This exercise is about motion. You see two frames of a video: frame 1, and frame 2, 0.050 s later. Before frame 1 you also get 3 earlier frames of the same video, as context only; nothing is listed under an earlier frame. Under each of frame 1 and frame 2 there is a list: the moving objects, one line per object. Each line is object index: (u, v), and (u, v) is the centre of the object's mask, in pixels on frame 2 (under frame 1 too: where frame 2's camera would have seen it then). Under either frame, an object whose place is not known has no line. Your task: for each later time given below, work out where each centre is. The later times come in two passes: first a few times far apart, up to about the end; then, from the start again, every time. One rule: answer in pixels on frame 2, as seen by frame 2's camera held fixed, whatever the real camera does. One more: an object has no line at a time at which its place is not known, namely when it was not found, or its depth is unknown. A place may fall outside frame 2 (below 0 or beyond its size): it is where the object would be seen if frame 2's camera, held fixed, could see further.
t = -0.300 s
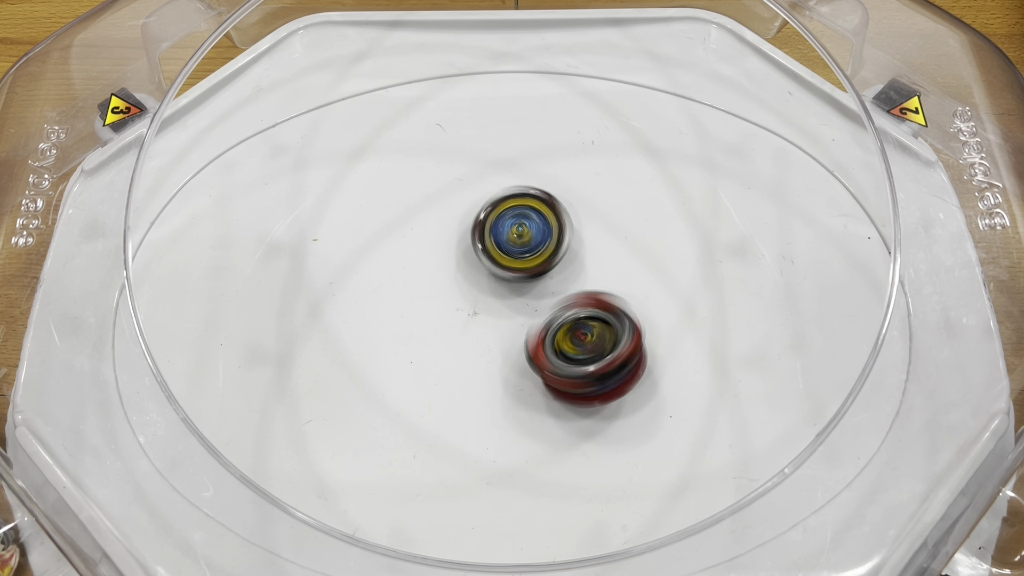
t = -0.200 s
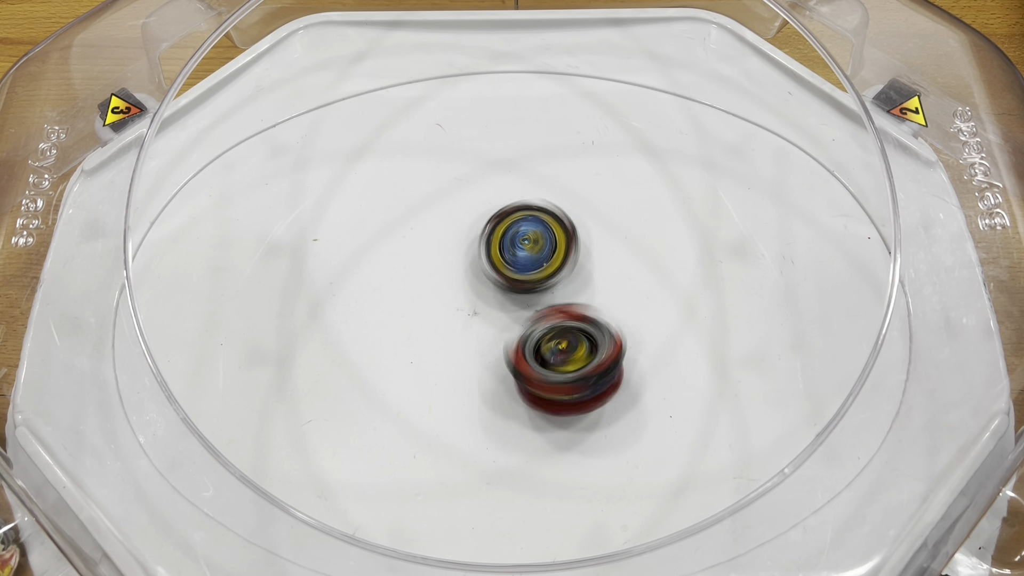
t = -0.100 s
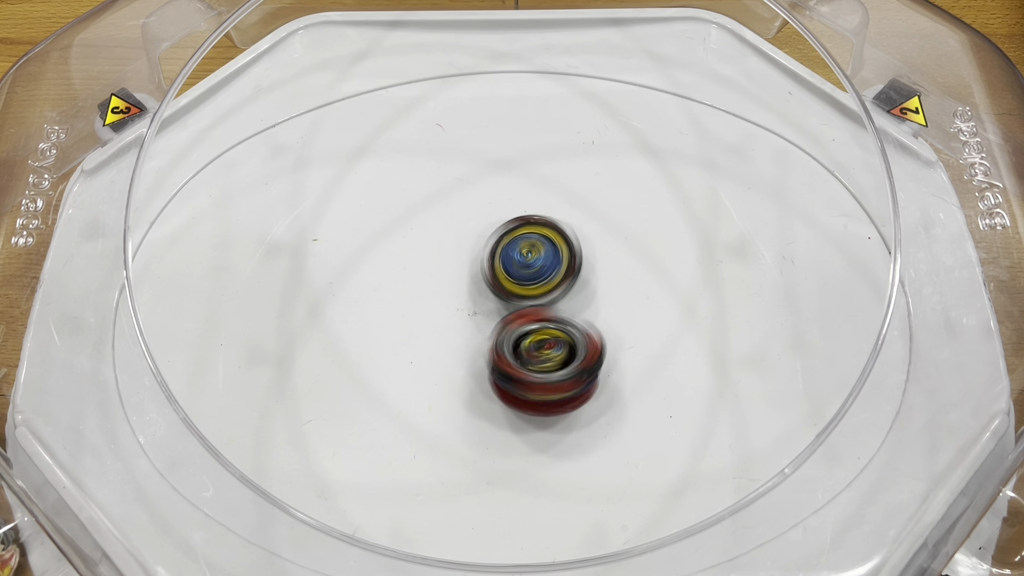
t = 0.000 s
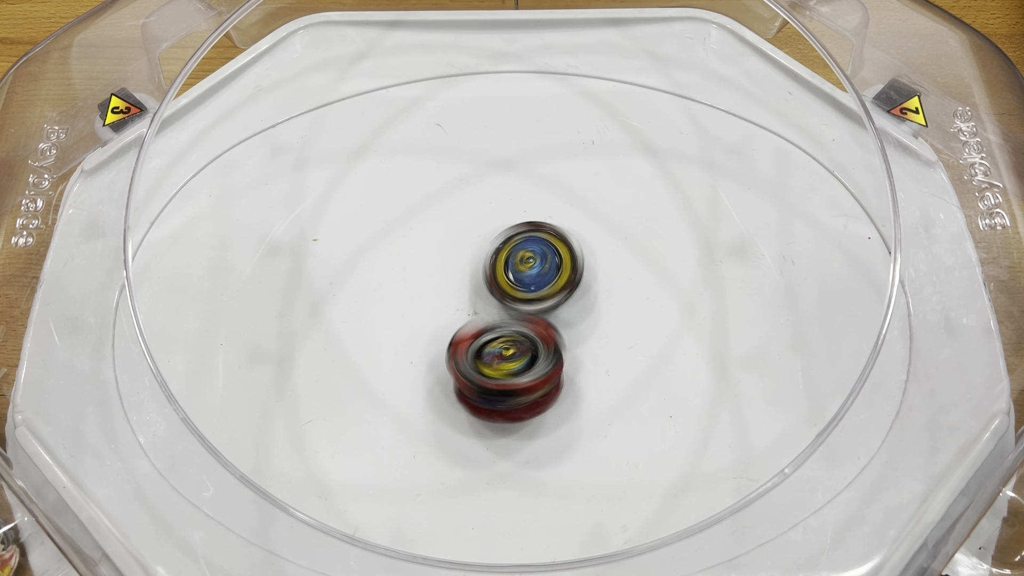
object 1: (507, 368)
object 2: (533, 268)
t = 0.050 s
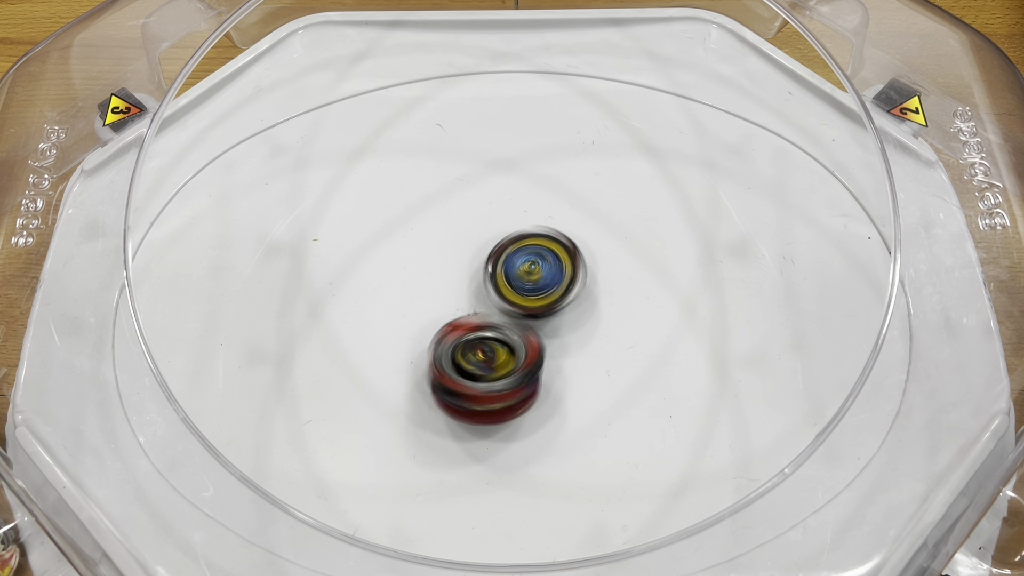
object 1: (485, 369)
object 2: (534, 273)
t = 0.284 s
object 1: (369, 348)
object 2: (525, 300)
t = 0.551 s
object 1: (322, 270)
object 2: (499, 320)
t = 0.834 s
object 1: (353, 230)
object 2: (478, 318)
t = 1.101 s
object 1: (441, 214)
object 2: (488, 314)
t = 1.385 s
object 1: (513, 236)
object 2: (510, 340)
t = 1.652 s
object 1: (578, 270)
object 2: (498, 383)
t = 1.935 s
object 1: (590, 342)
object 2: (462, 358)
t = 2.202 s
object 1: (589, 364)
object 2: (448, 310)
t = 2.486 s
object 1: (554, 340)
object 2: (510, 256)
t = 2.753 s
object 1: (518, 323)
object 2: (590, 263)
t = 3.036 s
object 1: (481, 304)
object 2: (636, 325)
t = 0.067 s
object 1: (478, 370)
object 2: (534, 275)
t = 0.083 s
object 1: (470, 370)
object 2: (534, 278)
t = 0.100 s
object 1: (461, 369)
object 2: (533, 279)
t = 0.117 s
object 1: (454, 368)
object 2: (533, 280)
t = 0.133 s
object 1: (444, 367)
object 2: (533, 282)
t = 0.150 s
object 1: (434, 365)
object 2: (533, 285)
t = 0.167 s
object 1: (423, 364)
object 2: (531, 286)
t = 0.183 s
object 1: (415, 362)
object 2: (531, 288)
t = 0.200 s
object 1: (404, 360)
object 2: (530, 290)
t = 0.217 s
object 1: (395, 358)
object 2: (529, 293)
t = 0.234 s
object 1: (387, 356)
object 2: (528, 294)
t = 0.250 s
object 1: (380, 353)
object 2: (528, 295)
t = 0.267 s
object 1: (373, 350)
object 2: (526, 298)
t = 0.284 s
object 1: (369, 348)
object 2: (525, 300)
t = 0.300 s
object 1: (364, 345)
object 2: (524, 301)
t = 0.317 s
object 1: (358, 341)
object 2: (523, 303)
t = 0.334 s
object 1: (354, 337)
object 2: (521, 305)
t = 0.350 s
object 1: (352, 335)
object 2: (519, 306)
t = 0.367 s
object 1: (348, 329)
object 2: (518, 307)
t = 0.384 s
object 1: (343, 325)
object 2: (517, 310)
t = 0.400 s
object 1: (340, 320)
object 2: (515, 311)
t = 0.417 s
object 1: (338, 314)
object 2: (513, 312)
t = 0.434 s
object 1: (334, 307)
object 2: (512, 313)
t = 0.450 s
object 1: (330, 301)
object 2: (510, 315)
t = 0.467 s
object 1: (328, 296)
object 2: (508, 316)
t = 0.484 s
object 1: (326, 290)
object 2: (506, 317)
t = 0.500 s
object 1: (325, 284)
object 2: (505, 317)
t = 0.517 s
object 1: (323, 279)
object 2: (503, 319)
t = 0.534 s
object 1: (322, 274)
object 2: (501, 320)
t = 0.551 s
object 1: (322, 270)
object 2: (499, 320)
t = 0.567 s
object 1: (322, 264)
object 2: (498, 321)
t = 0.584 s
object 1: (322, 261)
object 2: (496, 322)
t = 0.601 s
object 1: (322, 257)
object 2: (494, 322)
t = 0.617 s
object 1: (322, 253)
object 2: (493, 322)
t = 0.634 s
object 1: (324, 249)
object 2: (492, 323)
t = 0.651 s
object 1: (325, 247)
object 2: (489, 323)
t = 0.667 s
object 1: (326, 243)
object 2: (489, 323)
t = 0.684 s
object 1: (328, 240)
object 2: (488, 323)
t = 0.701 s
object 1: (330, 239)
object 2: (486, 323)
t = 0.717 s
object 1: (333, 236)
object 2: (484, 322)
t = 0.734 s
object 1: (336, 235)
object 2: (484, 322)
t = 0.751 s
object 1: (338, 234)
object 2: (483, 322)
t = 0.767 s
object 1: (340, 232)
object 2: (481, 321)
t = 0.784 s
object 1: (343, 232)
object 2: (480, 320)
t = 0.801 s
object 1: (347, 231)
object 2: (480, 319)
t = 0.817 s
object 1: (349, 231)
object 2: (479, 319)
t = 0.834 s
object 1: (353, 230)
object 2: (478, 318)
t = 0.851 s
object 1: (357, 229)
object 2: (477, 316)
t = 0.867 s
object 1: (362, 230)
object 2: (477, 315)
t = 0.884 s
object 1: (365, 231)
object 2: (476, 315)
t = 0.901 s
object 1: (370, 231)
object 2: (476, 313)
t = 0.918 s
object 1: (376, 232)
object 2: (475, 311)
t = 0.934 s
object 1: (382, 232)
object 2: (476, 310)
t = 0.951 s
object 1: (389, 233)
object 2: (475, 309)
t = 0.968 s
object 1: (396, 236)
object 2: (475, 307)
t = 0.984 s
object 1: (402, 233)
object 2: (477, 308)
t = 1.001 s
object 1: (410, 229)
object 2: (479, 310)
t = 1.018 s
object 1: (416, 226)
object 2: (480, 311)
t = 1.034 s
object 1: (422, 223)
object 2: (483, 313)
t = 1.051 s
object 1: (428, 221)
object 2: (485, 314)
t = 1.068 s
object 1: (434, 220)
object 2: (486, 315)
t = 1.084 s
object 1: (438, 217)
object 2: (486, 315)
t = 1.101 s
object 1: (441, 214)
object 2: (488, 314)
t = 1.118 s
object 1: (448, 213)
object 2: (490, 315)
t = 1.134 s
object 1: (453, 213)
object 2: (492, 315)
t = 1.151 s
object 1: (458, 215)
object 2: (492, 316)
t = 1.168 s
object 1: (461, 214)
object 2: (493, 316)
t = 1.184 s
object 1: (466, 212)
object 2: (494, 320)
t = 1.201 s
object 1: (470, 209)
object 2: (495, 322)
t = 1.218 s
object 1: (475, 209)
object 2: (497, 324)
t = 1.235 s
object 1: (479, 210)
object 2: (497, 326)
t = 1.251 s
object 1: (483, 213)
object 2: (498, 326)
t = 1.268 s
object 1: (486, 214)
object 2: (501, 327)
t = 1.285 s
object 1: (489, 216)
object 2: (502, 330)
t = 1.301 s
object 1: (495, 217)
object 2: (504, 332)
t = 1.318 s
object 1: (499, 220)
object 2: (505, 333)
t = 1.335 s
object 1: (503, 224)
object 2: (505, 335)
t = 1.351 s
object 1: (505, 229)
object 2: (507, 337)
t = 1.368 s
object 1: (510, 232)
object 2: (509, 339)
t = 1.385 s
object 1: (513, 236)
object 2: (510, 340)
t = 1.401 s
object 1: (517, 240)
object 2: (511, 343)
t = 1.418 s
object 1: (523, 238)
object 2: (509, 349)
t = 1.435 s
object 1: (529, 235)
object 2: (508, 355)
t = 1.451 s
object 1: (536, 234)
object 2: (507, 361)
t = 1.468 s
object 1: (542, 237)
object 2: (506, 365)
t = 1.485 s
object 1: (545, 240)
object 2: (506, 369)
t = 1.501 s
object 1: (548, 242)
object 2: (505, 372)
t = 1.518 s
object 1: (553, 243)
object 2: (504, 373)
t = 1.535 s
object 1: (559, 244)
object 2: (503, 374)
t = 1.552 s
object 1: (563, 246)
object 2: (504, 375)
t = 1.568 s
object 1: (567, 248)
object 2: (504, 377)
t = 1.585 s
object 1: (571, 252)
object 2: (503, 378)
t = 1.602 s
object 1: (571, 258)
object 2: (502, 380)
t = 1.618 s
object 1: (572, 263)
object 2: (501, 380)
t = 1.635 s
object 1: (573, 267)
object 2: (500, 381)
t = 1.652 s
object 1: (578, 270)
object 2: (498, 383)
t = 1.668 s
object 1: (582, 273)
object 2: (496, 383)
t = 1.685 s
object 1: (585, 277)
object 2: (495, 383)
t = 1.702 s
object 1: (588, 281)
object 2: (494, 382)
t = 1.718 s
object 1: (590, 286)
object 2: (493, 383)
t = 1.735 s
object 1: (589, 292)
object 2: (491, 382)
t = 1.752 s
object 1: (588, 297)
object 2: (490, 381)
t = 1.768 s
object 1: (587, 301)
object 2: (488, 379)
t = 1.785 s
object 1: (588, 305)
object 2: (488, 378)
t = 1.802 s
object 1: (589, 309)
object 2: (487, 378)
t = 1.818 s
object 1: (591, 313)
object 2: (485, 375)
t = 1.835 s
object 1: (592, 317)
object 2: (485, 374)
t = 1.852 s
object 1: (592, 322)
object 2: (485, 371)
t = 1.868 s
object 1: (589, 327)
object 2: (485, 370)
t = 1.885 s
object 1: (585, 331)
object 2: (485, 368)
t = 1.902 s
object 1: (583, 337)
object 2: (479, 364)
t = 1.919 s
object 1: (587, 340)
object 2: (470, 362)
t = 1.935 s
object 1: (590, 342)
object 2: (462, 358)
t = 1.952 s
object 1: (592, 345)
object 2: (453, 354)
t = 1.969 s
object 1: (593, 348)
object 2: (447, 351)
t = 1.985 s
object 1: (596, 351)
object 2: (442, 347)
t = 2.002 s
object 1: (597, 353)
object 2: (438, 343)
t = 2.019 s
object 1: (597, 355)
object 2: (437, 340)
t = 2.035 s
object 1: (596, 358)
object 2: (435, 337)
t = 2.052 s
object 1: (595, 360)
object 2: (435, 335)
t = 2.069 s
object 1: (595, 362)
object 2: (437, 332)
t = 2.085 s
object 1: (595, 364)
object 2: (438, 331)
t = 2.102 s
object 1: (594, 367)
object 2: (438, 329)
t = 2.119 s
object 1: (594, 368)
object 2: (438, 324)
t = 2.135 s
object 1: (594, 368)
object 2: (439, 321)
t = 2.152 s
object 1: (594, 368)
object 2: (443, 317)
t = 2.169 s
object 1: (592, 367)
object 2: (445, 316)
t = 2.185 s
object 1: (590, 366)
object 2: (447, 314)
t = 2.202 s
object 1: (589, 364)
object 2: (448, 310)
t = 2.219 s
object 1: (586, 363)
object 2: (451, 307)
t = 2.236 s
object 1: (584, 363)
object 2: (454, 304)
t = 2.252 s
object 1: (580, 362)
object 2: (458, 303)
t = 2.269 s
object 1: (576, 360)
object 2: (460, 302)
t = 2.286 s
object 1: (571, 359)
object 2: (463, 298)
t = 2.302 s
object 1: (568, 357)
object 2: (468, 295)
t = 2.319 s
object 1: (565, 355)
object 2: (473, 294)
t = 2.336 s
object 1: (563, 351)
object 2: (476, 292)
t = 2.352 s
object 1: (562, 348)
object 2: (478, 289)
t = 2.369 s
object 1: (562, 345)
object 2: (482, 286)
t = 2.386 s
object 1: (563, 343)
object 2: (486, 281)
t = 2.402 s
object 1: (564, 342)
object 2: (492, 276)
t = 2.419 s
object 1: (564, 341)
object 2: (494, 271)
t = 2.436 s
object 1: (563, 341)
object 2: (498, 266)
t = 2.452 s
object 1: (560, 340)
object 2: (501, 263)
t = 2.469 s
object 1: (558, 341)
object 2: (505, 260)
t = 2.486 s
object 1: (554, 340)
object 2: (510, 256)
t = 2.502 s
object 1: (553, 340)
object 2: (515, 253)
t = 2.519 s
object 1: (551, 341)
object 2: (521, 250)
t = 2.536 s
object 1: (549, 341)
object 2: (526, 248)
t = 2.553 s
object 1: (547, 341)
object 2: (530, 246)
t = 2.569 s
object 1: (545, 340)
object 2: (536, 245)
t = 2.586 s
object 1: (543, 339)
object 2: (540, 246)
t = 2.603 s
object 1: (542, 337)
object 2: (546, 245)
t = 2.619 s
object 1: (542, 334)
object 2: (550, 244)
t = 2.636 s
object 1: (541, 332)
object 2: (556, 244)
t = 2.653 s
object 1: (539, 331)
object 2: (560, 245)
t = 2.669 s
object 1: (537, 329)
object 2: (564, 245)
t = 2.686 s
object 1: (534, 329)
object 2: (569, 247)
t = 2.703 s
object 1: (530, 327)
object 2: (575, 249)
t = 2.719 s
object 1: (526, 326)
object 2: (581, 254)
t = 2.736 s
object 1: (522, 325)
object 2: (586, 259)
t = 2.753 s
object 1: (518, 323)
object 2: (590, 263)
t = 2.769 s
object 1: (515, 320)
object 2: (595, 268)
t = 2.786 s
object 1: (513, 317)
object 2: (598, 271)
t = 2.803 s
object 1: (510, 315)
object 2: (602, 275)
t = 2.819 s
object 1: (507, 313)
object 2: (607, 278)
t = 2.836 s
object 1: (505, 311)
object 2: (611, 281)
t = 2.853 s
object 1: (502, 309)
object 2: (614, 286)
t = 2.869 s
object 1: (499, 308)
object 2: (617, 291)
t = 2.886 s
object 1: (496, 307)
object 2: (620, 294)
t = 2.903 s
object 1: (493, 305)
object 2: (624, 298)
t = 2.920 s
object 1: (491, 304)
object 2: (626, 302)
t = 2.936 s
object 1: (489, 303)
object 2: (628, 304)
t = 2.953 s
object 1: (487, 303)
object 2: (631, 308)
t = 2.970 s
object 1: (485, 303)
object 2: (633, 311)
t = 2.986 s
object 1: (484, 303)
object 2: (635, 314)
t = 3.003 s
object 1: (483, 303)
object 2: (637, 318)
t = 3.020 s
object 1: (482, 304)
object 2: (637, 322)
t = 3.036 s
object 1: (481, 304)
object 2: (636, 325)
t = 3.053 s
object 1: (481, 304)
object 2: (637, 329)
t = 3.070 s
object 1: (480, 304)
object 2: (636, 332)
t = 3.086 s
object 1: (480, 304)
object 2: (636, 334)
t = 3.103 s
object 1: (480, 304)
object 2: (636, 337)
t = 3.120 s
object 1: (480, 304)
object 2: (634, 341)
